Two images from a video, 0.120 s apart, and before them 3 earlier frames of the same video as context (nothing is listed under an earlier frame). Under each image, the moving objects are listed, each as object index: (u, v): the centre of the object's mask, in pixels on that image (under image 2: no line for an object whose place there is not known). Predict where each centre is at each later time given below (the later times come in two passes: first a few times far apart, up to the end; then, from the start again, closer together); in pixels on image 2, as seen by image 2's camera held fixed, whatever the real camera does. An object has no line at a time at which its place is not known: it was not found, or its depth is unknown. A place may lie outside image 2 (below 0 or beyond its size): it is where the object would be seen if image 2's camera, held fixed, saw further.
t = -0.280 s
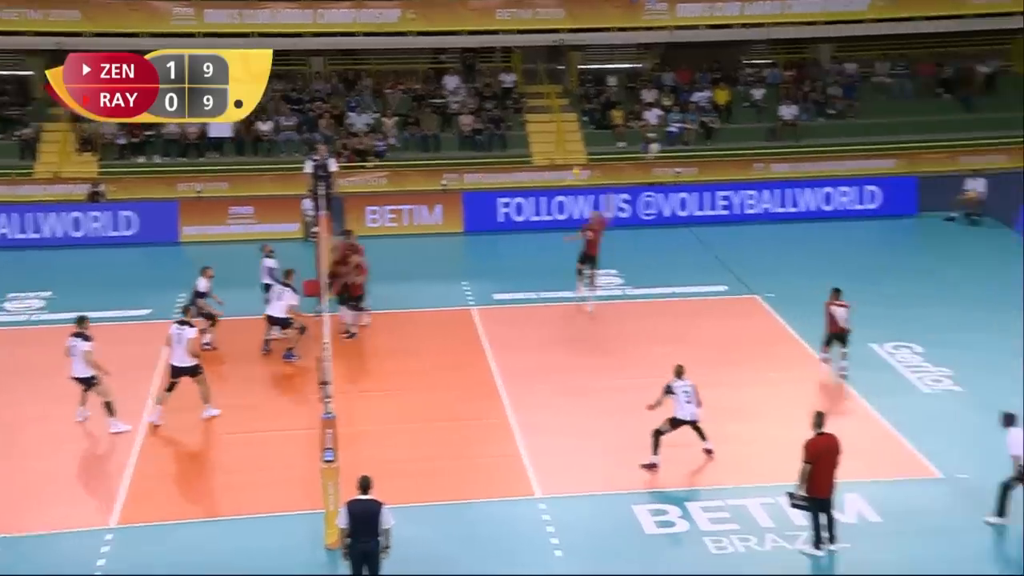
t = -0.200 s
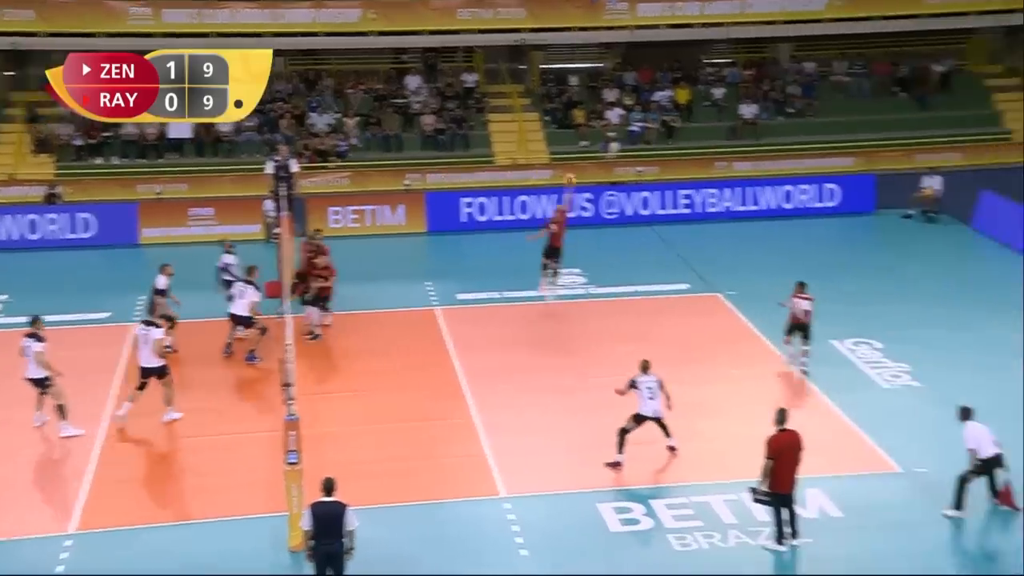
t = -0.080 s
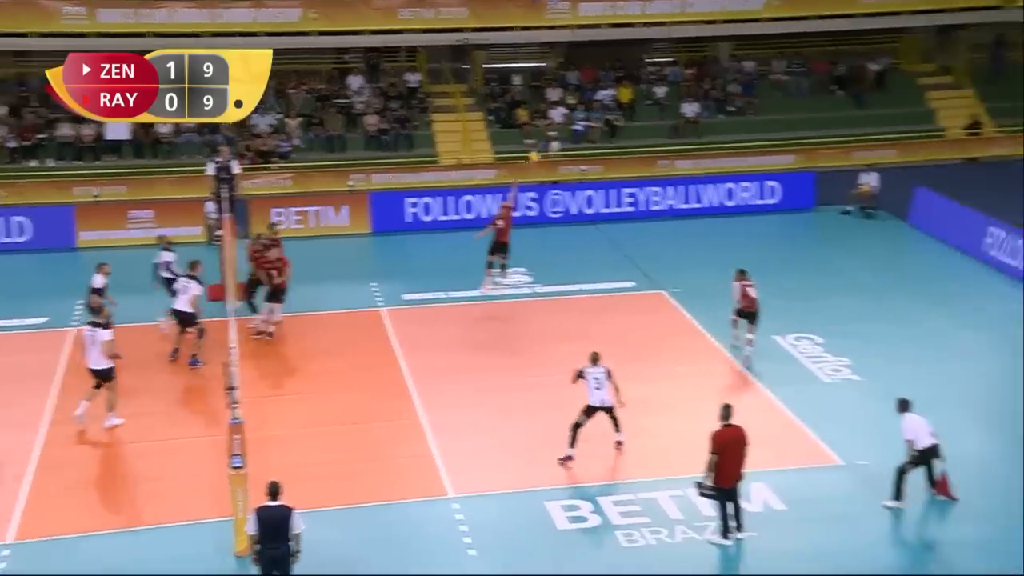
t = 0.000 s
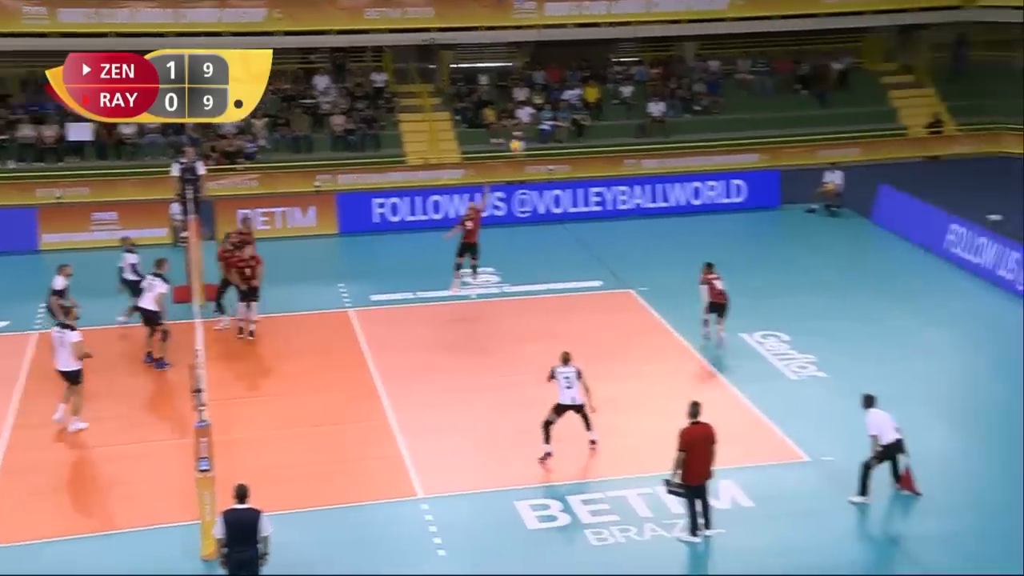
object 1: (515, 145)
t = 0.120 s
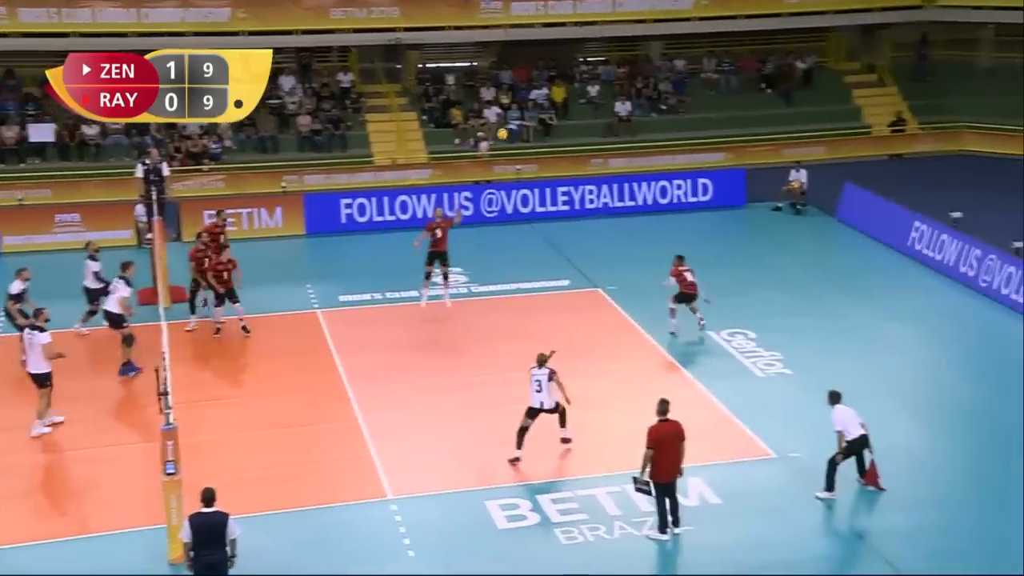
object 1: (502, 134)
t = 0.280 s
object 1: (529, 131)
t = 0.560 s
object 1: (579, 156)
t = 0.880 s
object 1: (636, 236)
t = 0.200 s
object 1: (516, 131)
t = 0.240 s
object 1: (523, 130)
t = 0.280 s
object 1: (529, 131)
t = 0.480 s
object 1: (565, 145)
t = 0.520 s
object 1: (572, 150)
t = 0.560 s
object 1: (579, 156)
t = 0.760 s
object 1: (616, 200)
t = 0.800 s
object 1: (622, 212)
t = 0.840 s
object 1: (630, 224)
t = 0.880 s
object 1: (636, 236)
